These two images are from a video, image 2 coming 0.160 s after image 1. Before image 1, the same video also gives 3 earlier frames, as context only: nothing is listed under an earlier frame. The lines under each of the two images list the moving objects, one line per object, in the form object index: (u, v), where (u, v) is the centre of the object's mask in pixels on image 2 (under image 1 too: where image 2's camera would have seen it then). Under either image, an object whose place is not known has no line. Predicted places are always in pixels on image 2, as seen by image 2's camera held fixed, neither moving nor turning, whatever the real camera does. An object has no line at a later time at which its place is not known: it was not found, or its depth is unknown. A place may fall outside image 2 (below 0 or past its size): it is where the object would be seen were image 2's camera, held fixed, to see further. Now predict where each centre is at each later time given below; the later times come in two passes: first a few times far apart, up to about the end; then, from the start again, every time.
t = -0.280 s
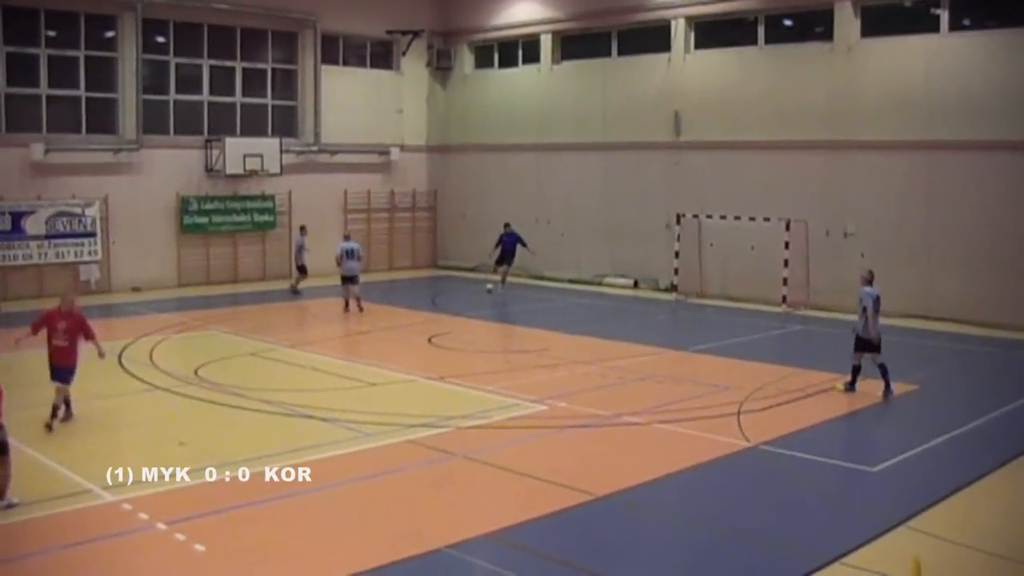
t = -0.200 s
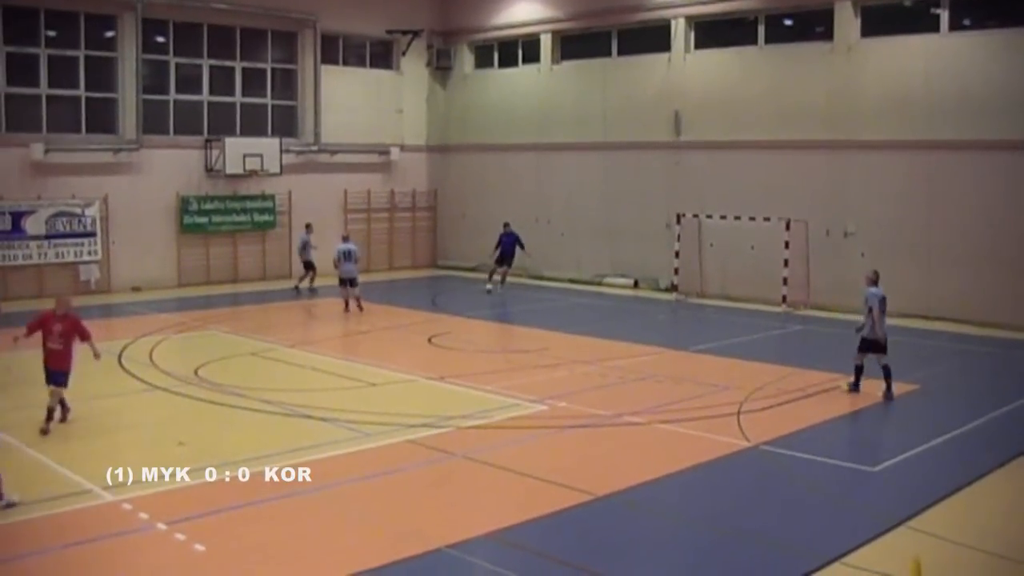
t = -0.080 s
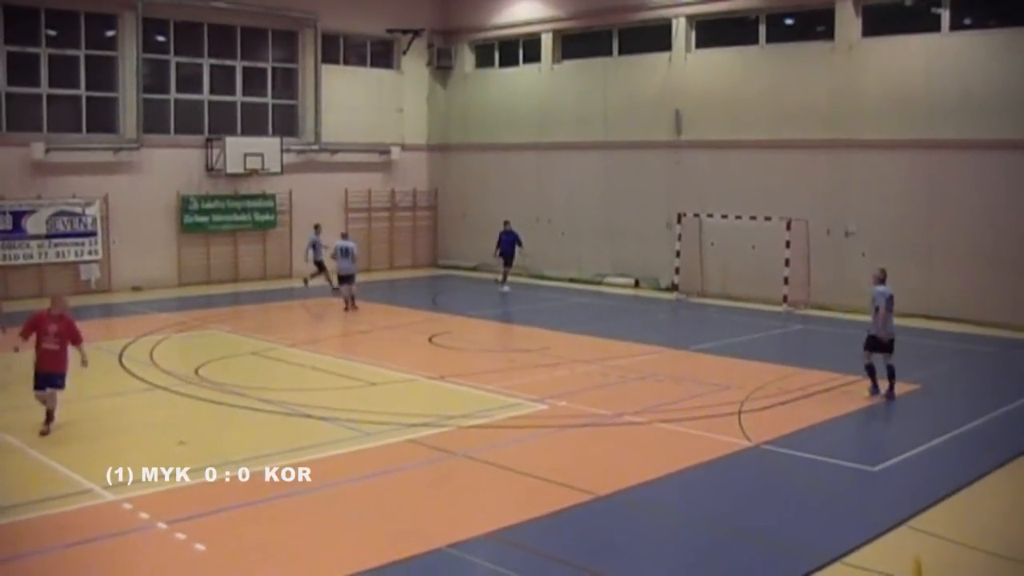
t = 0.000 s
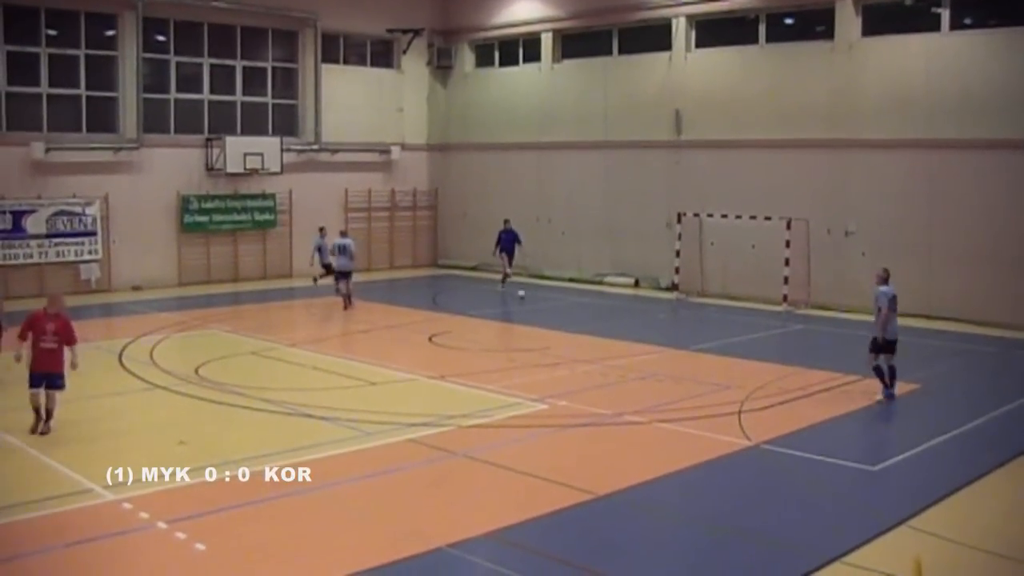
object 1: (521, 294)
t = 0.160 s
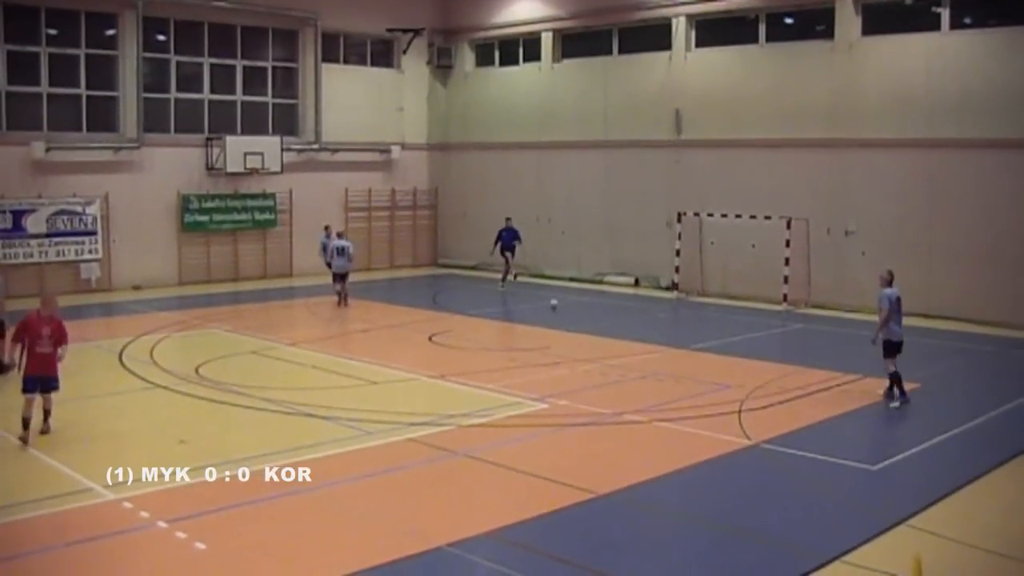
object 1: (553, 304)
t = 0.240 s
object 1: (569, 308)
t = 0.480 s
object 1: (622, 324)
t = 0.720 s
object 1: (677, 336)
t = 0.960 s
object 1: (740, 355)
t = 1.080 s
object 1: (774, 363)
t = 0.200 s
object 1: (563, 307)
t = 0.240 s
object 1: (569, 308)
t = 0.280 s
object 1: (579, 310)
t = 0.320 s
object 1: (587, 314)
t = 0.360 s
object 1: (596, 316)
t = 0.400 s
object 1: (605, 319)
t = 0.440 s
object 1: (613, 321)
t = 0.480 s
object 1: (622, 324)
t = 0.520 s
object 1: (631, 325)
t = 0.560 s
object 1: (640, 327)
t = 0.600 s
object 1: (649, 330)
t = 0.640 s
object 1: (658, 332)
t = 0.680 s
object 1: (668, 333)
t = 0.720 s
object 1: (677, 336)
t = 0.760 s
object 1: (687, 339)
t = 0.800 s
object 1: (697, 343)
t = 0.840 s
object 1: (707, 345)
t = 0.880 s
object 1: (718, 349)
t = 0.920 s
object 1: (729, 351)
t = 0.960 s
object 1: (740, 355)
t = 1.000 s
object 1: (751, 358)
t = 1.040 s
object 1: (762, 360)
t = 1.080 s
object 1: (774, 363)
